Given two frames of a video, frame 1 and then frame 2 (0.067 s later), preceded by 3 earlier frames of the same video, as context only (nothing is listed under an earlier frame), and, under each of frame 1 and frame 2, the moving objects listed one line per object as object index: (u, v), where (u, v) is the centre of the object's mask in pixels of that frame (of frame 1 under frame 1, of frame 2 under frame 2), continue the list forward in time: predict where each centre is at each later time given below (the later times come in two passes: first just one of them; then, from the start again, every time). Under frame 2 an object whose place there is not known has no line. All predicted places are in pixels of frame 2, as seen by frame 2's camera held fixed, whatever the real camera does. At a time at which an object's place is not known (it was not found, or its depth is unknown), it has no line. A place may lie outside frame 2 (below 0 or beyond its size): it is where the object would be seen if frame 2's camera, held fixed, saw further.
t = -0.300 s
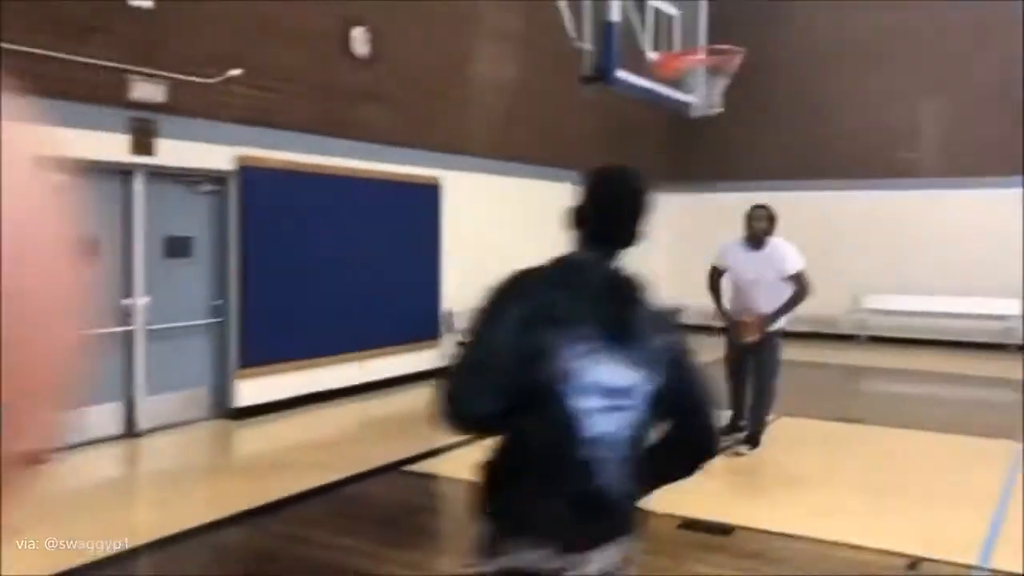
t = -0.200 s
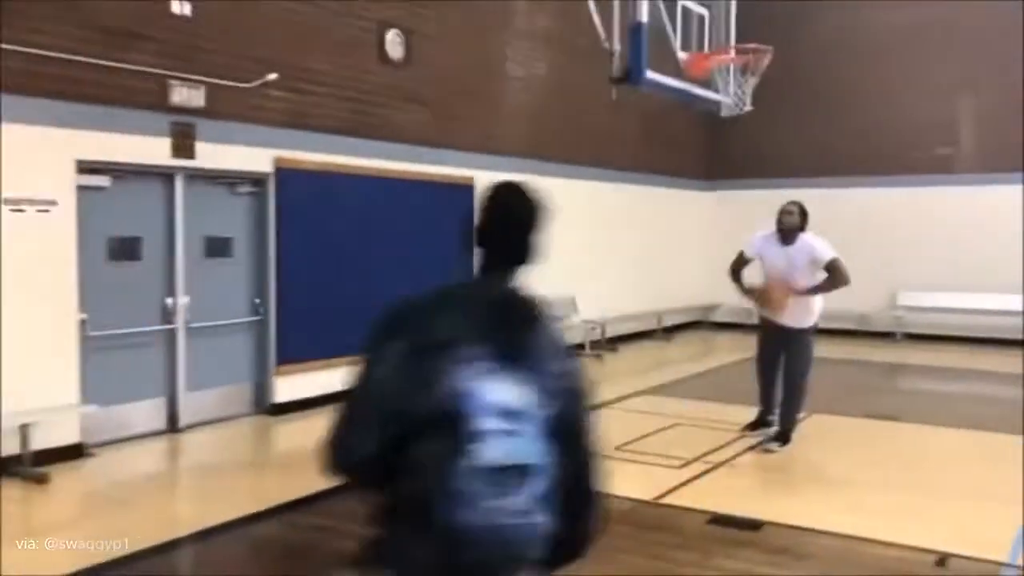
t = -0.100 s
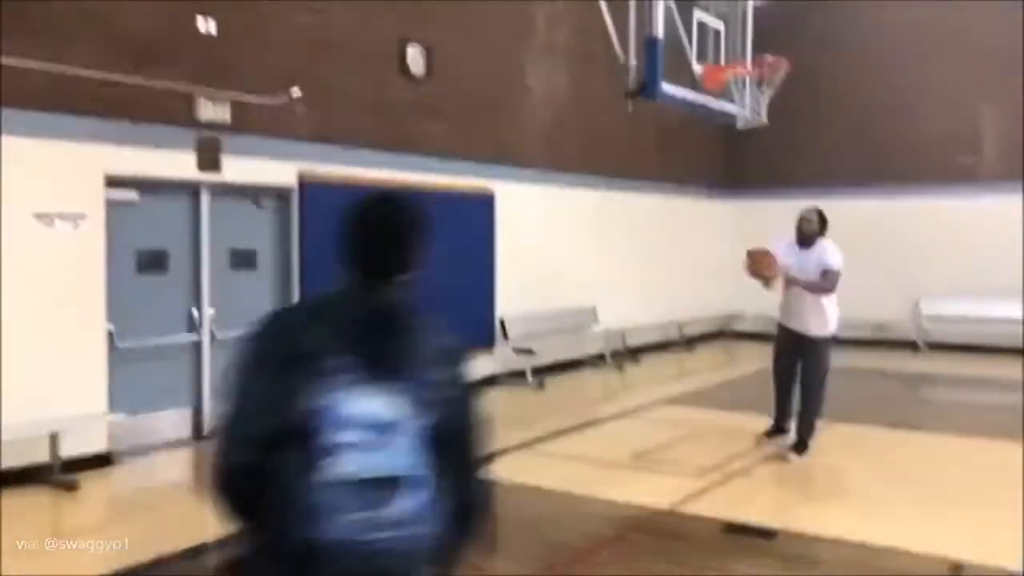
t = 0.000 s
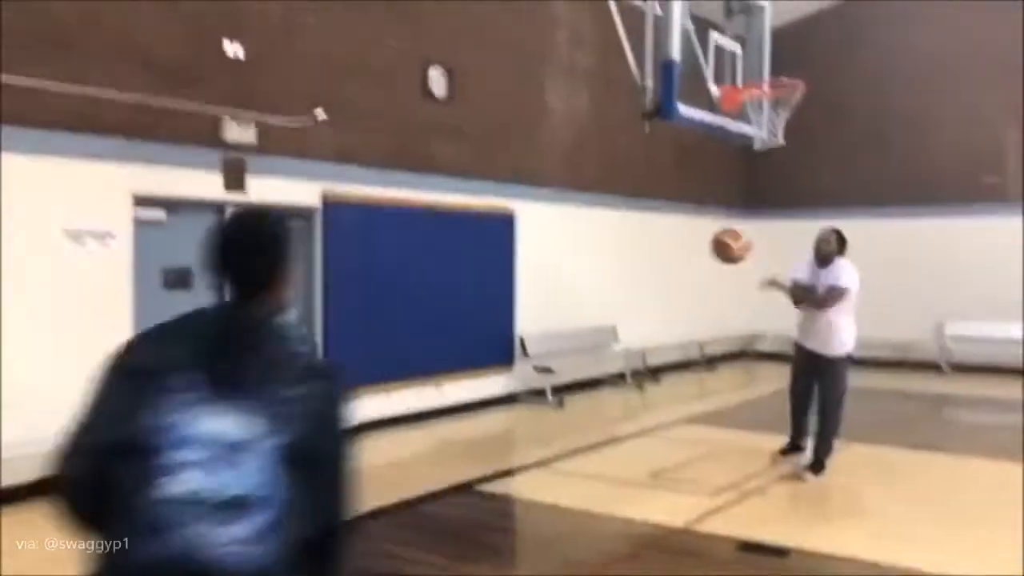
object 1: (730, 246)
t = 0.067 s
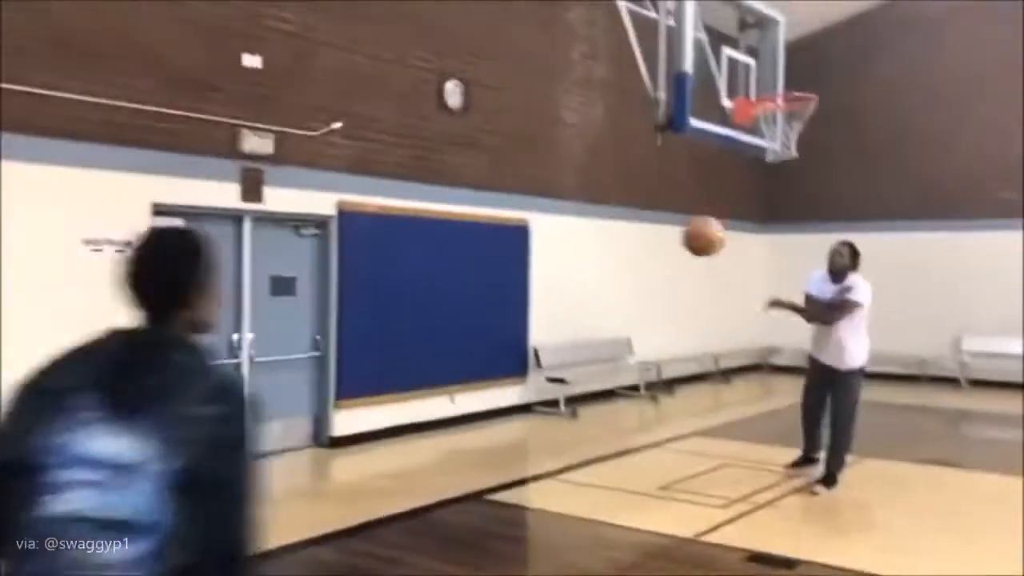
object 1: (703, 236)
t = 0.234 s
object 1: (572, 202)
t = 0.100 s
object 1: (682, 226)
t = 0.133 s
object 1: (658, 218)
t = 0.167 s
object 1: (632, 213)
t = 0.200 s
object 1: (602, 206)
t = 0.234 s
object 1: (572, 202)
